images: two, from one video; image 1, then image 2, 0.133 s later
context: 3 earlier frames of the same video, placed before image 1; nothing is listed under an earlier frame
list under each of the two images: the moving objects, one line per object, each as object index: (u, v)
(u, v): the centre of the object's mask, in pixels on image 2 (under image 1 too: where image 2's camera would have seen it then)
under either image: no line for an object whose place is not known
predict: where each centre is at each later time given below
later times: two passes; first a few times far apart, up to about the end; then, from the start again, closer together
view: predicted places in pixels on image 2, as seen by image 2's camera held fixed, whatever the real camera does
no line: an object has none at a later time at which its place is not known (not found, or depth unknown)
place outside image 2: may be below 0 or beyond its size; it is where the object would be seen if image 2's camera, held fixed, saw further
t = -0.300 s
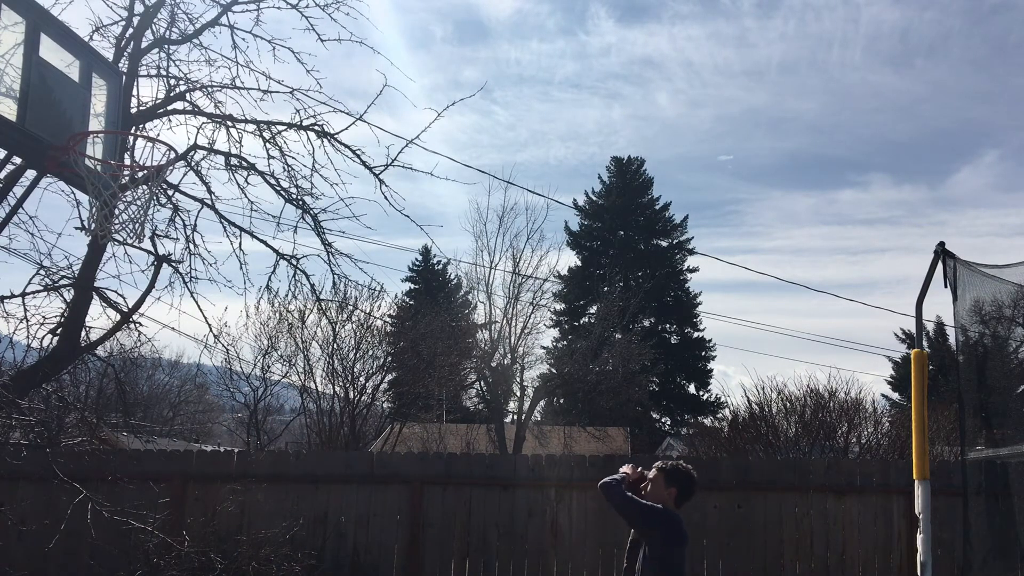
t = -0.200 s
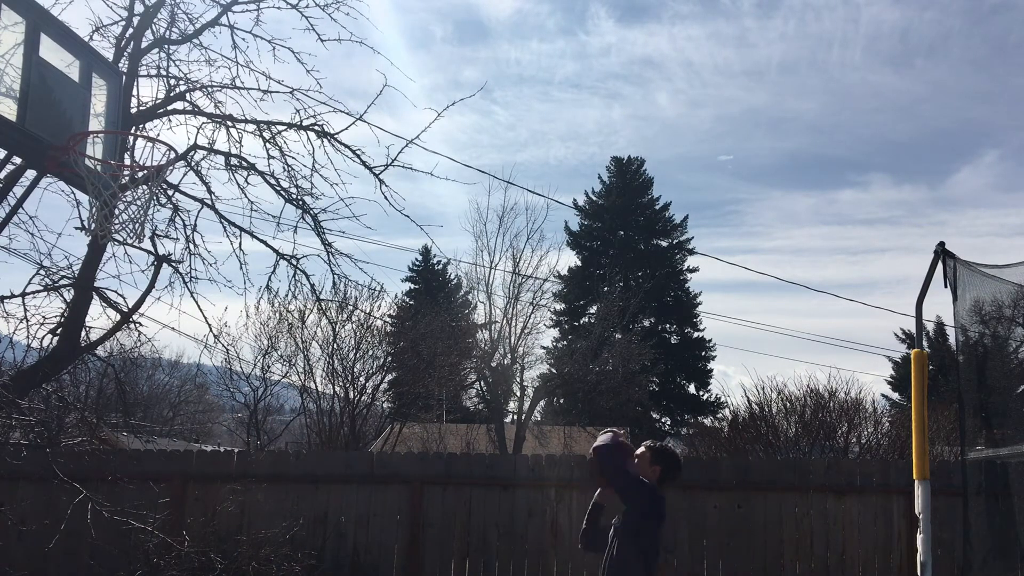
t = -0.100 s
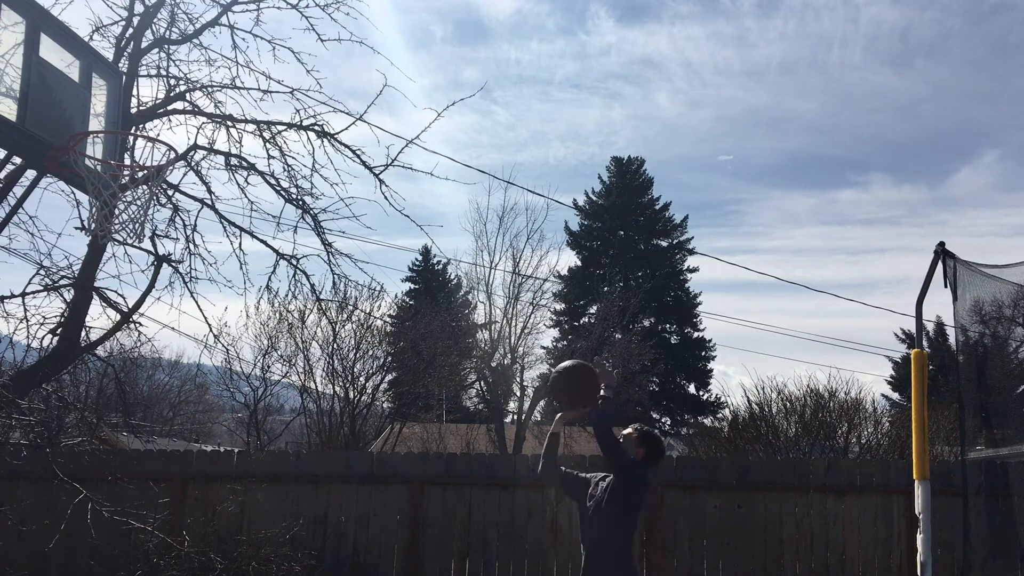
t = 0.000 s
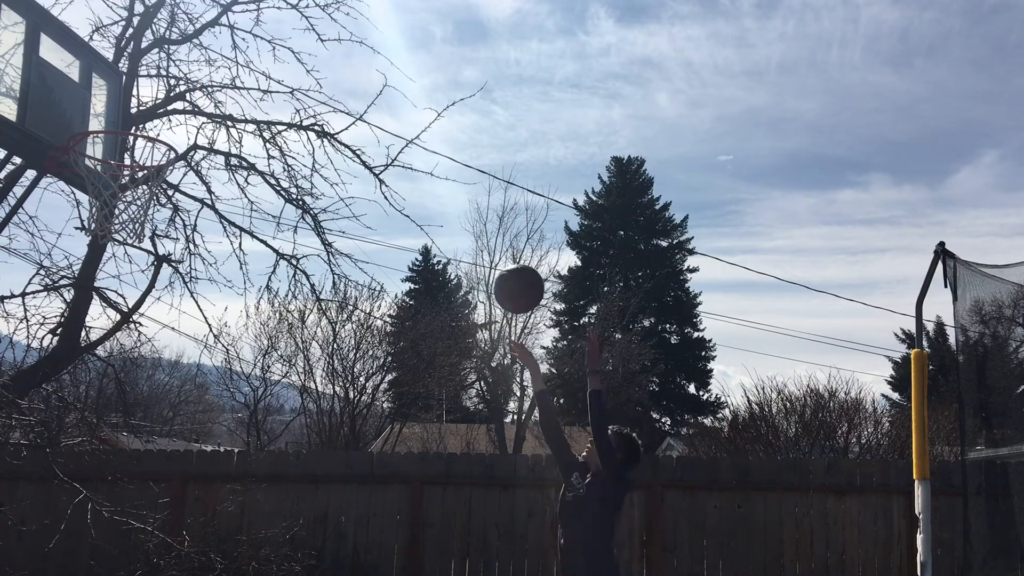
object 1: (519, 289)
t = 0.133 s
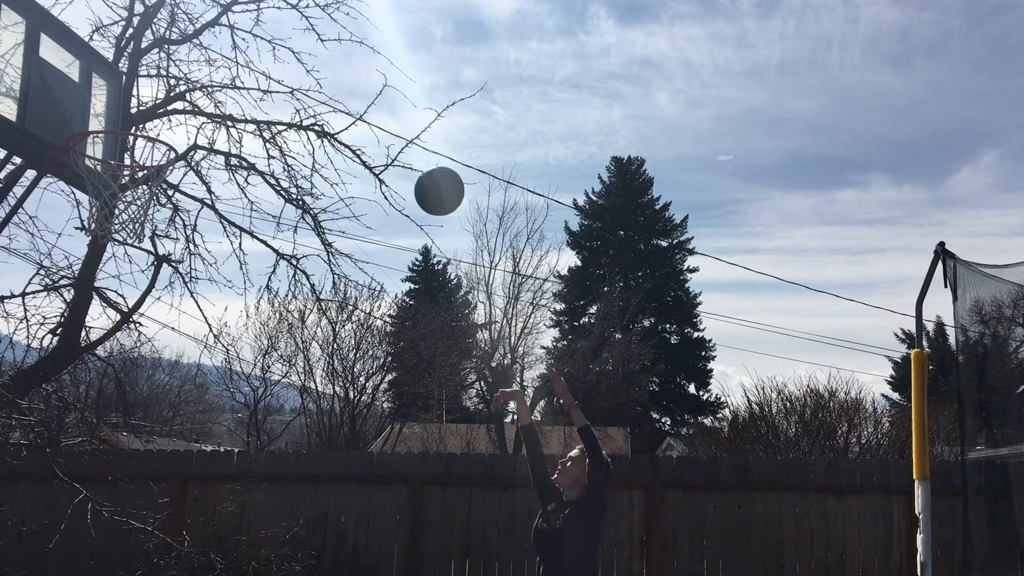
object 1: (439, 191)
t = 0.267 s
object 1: (360, 130)
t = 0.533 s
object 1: (193, 109)
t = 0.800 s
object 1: (100, 212)
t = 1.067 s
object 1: (122, 400)
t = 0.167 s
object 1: (419, 172)
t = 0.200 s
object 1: (400, 156)
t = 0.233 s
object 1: (380, 142)
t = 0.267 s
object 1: (360, 130)
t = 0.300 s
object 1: (339, 119)
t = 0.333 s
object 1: (319, 111)
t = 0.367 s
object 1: (299, 106)
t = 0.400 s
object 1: (278, 102)
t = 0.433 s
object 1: (257, 100)
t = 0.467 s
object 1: (237, 101)
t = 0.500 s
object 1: (215, 104)
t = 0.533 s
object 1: (193, 109)
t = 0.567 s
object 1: (172, 116)
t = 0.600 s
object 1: (151, 126)
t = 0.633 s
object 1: (127, 137)
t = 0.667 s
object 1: (104, 152)
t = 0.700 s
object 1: (86, 167)
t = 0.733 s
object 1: (89, 182)
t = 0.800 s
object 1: (100, 212)
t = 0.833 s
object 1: (104, 229)
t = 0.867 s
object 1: (108, 247)
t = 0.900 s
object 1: (112, 267)
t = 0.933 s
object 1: (114, 289)
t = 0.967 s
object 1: (116, 313)
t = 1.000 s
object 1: (118, 339)
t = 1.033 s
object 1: (120, 368)
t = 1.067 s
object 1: (122, 400)
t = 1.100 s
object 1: (125, 432)
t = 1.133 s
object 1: (124, 467)
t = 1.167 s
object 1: (127, 506)
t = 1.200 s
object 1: (127, 549)
